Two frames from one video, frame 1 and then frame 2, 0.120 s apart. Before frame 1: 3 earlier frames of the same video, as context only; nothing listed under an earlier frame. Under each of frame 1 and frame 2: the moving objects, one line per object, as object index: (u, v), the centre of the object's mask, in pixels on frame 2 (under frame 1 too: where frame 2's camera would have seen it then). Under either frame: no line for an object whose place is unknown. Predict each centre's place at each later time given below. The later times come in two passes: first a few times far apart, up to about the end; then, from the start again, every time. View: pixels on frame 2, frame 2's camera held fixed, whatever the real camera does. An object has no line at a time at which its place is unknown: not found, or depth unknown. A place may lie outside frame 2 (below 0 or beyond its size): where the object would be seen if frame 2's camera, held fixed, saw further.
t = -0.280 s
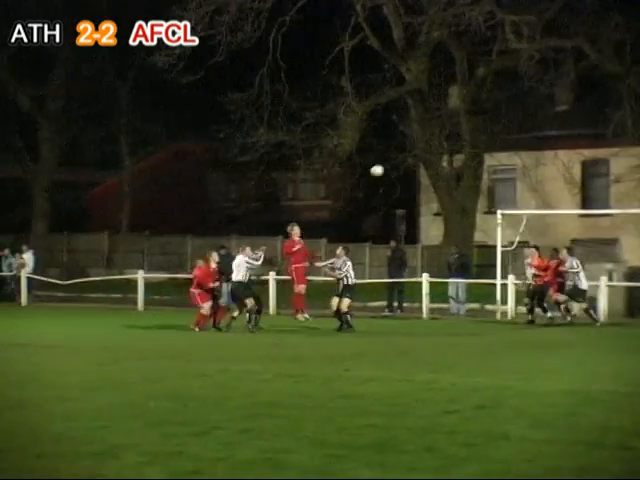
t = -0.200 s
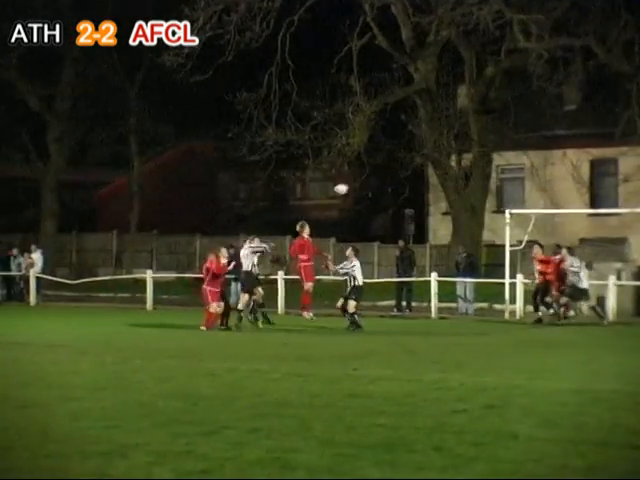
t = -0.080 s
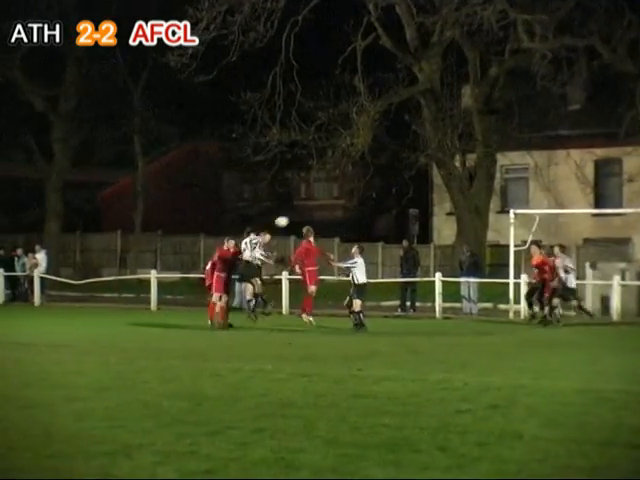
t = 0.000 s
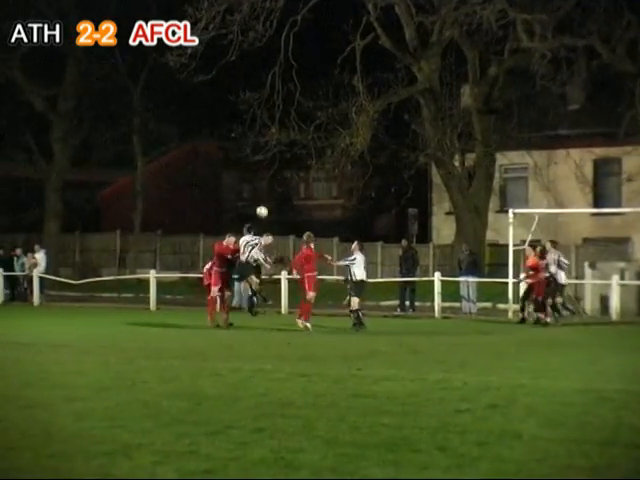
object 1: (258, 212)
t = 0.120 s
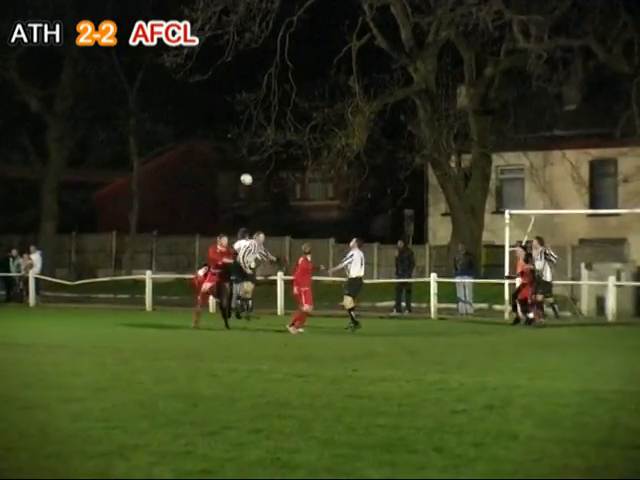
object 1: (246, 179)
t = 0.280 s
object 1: (230, 146)
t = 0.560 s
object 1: (203, 120)
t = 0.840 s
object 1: (175, 130)
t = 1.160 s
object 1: (145, 186)
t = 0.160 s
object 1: (242, 170)
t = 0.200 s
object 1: (238, 161)
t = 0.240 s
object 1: (234, 154)
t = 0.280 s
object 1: (230, 146)
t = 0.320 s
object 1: (227, 140)
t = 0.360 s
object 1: (223, 135)
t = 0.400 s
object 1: (218, 131)
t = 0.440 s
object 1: (215, 127)
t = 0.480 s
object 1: (211, 124)
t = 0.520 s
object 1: (207, 121)
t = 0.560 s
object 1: (203, 120)
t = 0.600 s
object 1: (199, 119)
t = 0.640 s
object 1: (195, 119)
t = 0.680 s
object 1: (191, 120)
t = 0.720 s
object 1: (187, 121)
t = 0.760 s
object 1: (183, 124)
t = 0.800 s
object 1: (179, 127)
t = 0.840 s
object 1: (175, 130)
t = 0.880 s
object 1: (171, 135)
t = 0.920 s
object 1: (167, 140)
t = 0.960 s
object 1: (163, 146)
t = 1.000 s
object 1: (160, 152)
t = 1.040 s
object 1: (156, 159)
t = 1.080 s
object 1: (152, 168)
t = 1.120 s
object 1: (149, 177)
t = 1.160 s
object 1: (145, 186)
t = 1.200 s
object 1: (142, 197)
